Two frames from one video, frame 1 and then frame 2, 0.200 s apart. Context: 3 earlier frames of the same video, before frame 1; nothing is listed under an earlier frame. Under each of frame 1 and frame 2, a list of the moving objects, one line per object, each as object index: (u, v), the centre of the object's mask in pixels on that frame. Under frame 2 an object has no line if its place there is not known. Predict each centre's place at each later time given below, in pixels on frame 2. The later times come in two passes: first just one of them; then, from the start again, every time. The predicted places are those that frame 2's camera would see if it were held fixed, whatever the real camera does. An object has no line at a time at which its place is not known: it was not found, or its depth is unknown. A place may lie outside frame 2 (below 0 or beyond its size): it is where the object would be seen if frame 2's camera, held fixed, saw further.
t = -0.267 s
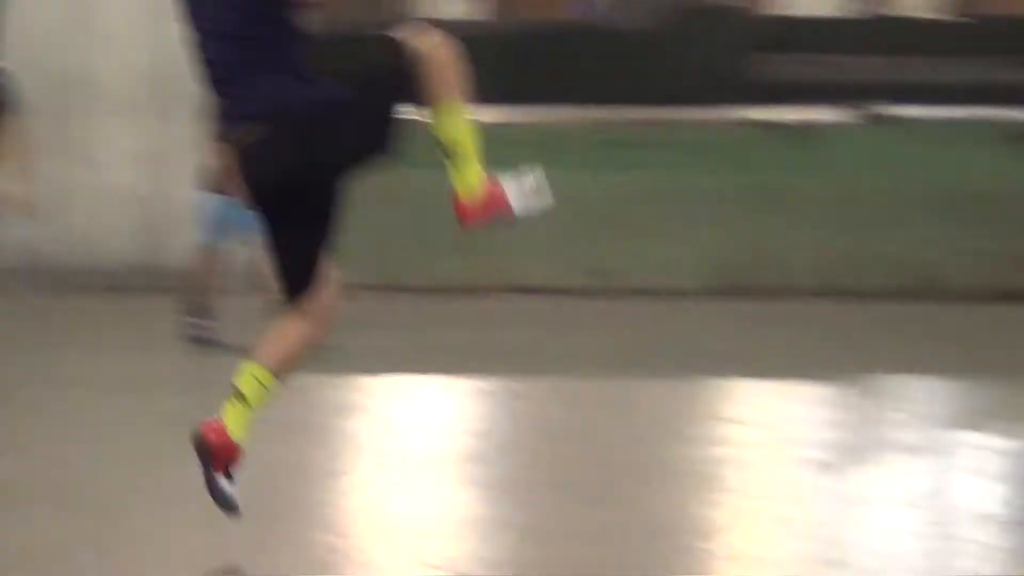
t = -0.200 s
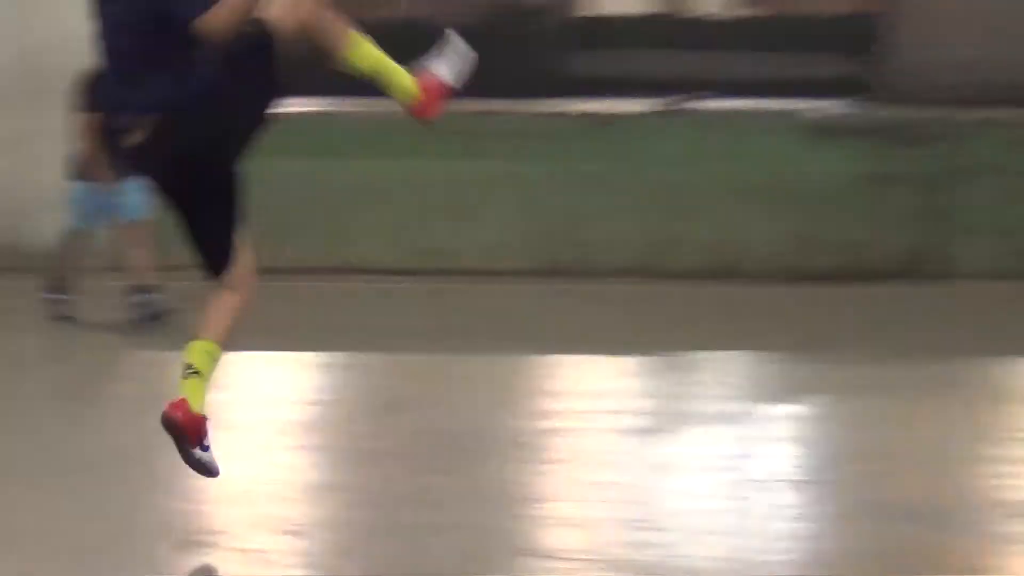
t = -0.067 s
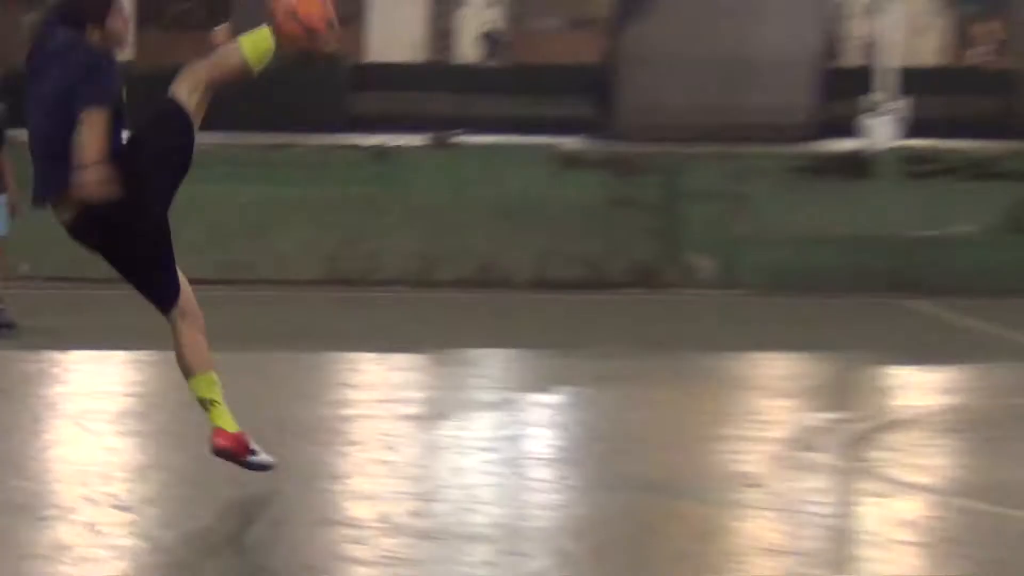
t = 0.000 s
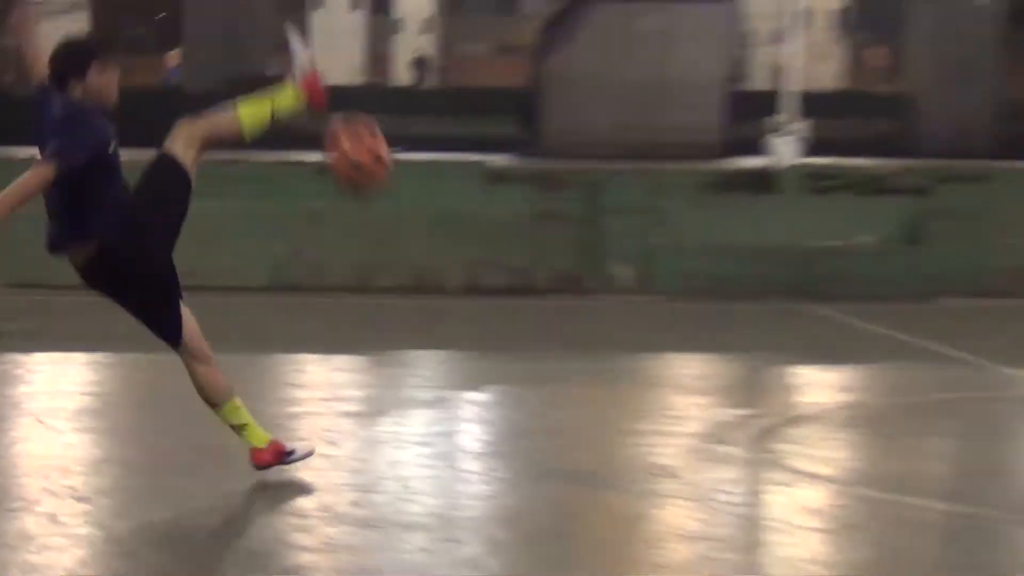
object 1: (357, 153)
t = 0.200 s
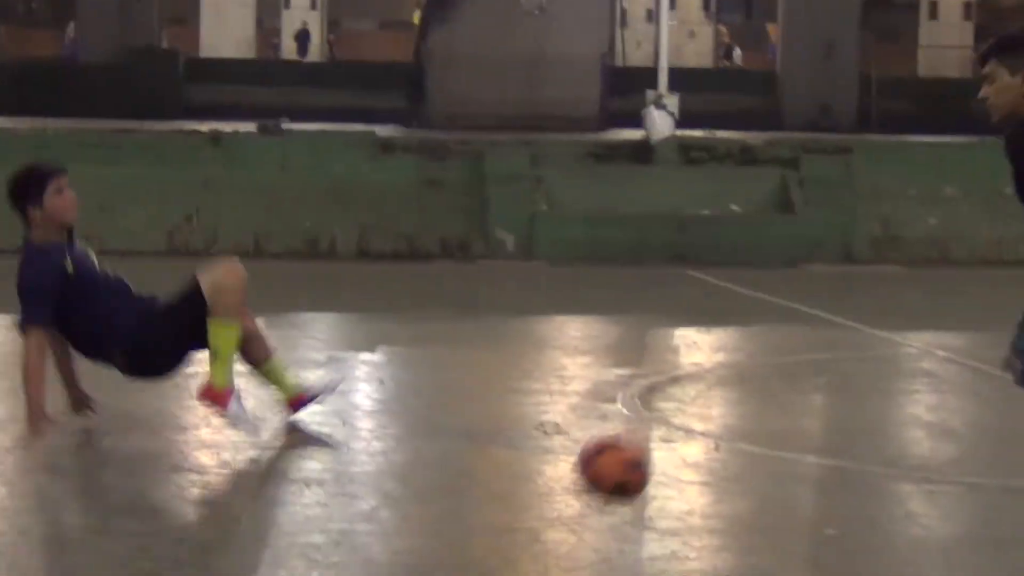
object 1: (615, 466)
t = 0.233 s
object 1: (646, 431)
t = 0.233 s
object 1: (646, 431)
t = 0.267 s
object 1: (679, 395)
